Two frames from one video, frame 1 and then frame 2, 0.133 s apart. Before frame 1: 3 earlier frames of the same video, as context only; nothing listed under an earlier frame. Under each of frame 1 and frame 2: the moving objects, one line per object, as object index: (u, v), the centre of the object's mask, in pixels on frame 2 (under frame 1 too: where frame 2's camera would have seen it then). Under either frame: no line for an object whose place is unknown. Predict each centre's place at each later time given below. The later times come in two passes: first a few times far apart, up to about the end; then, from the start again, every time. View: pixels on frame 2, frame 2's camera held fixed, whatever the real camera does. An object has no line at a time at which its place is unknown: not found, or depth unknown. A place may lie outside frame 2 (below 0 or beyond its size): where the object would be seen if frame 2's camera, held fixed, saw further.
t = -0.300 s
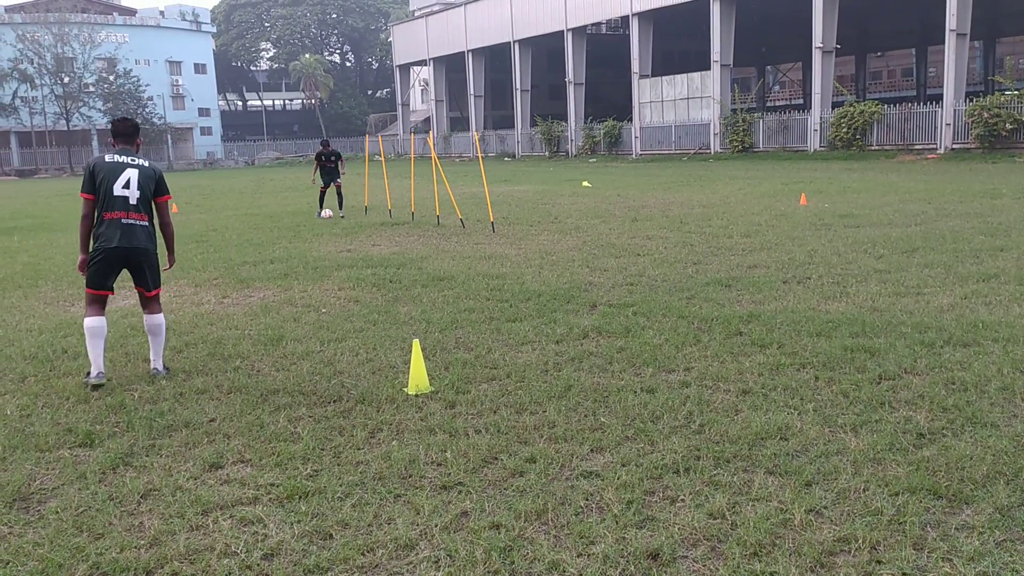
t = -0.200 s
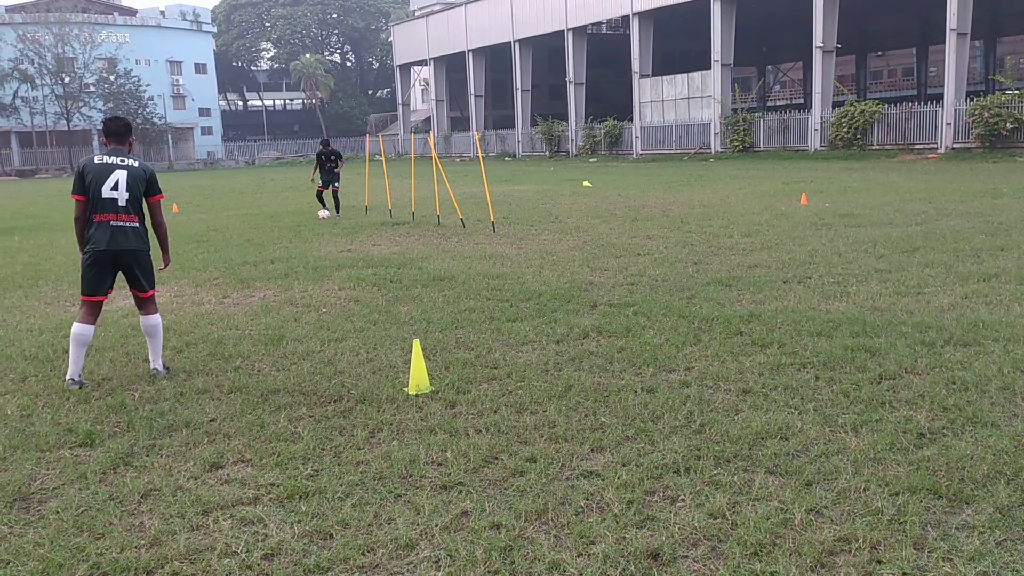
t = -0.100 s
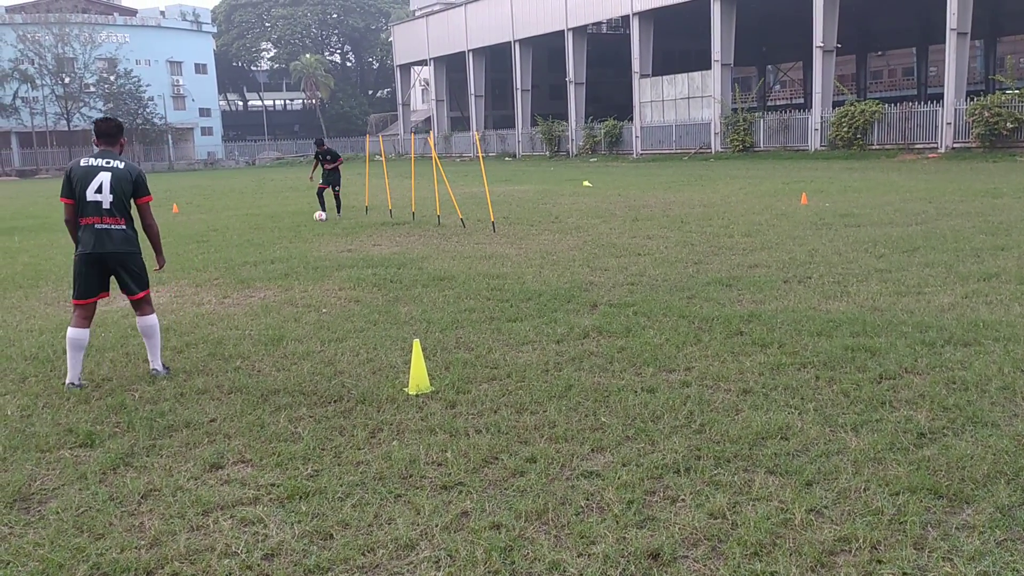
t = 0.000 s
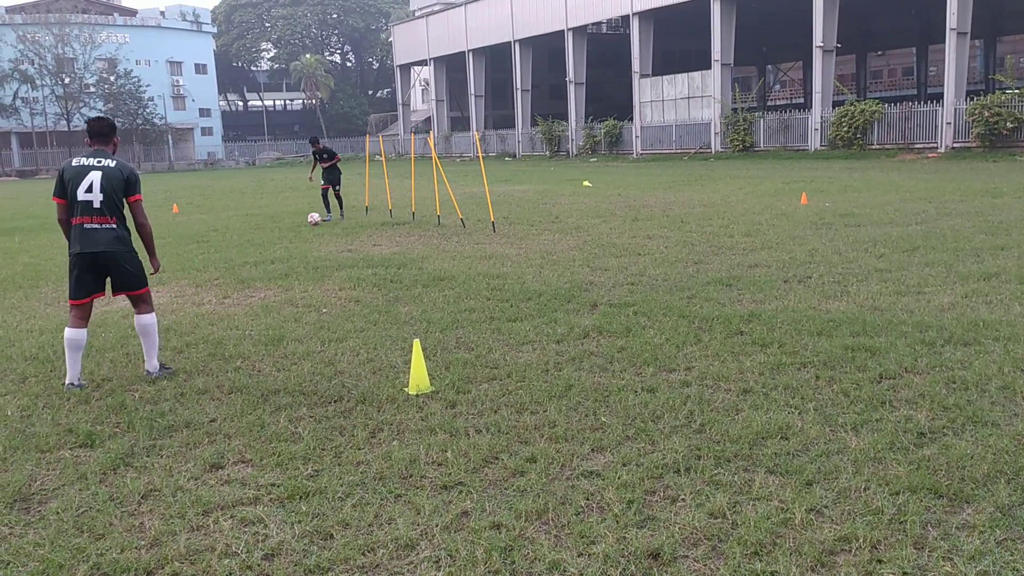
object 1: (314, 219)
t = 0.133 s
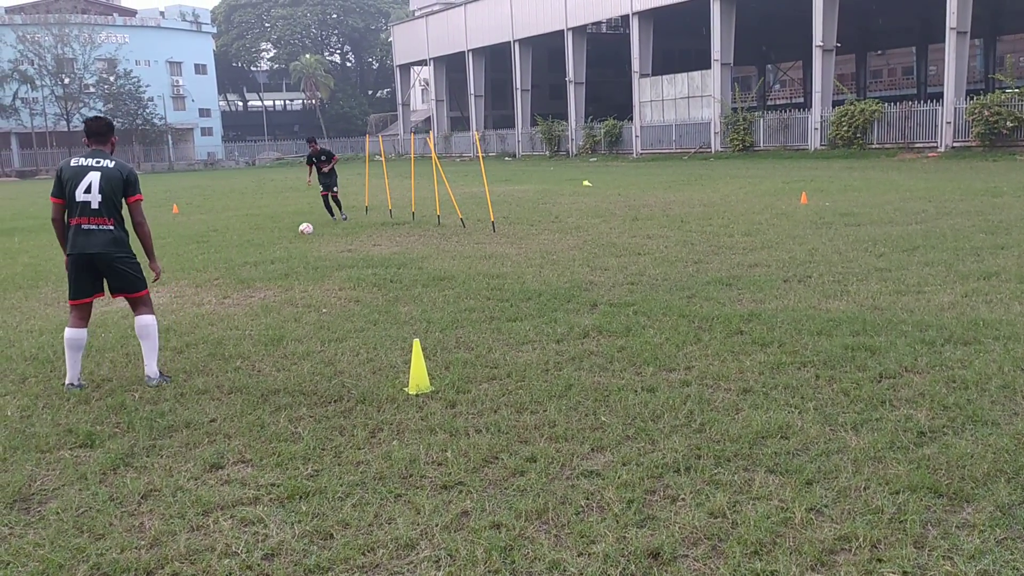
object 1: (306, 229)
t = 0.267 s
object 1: (297, 234)
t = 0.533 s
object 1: (278, 249)
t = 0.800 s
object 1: (256, 268)
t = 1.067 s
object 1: (229, 290)
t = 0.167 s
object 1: (303, 229)
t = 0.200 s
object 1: (301, 231)
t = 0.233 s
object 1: (299, 232)
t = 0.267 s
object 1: (297, 234)
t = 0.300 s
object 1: (295, 238)
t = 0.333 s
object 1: (292, 241)
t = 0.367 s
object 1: (290, 242)
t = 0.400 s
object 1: (288, 241)
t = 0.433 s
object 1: (285, 242)
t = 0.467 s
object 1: (283, 244)
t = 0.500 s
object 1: (281, 246)
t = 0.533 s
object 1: (278, 249)
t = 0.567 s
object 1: (276, 252)
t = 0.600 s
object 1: (273, 254)
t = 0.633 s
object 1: (270, 253)
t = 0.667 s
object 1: (268, 255)
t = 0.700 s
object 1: (265, 257)
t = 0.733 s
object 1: (262, 260)
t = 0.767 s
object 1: (259, 264)
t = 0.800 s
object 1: (256, 268)
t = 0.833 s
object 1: (253, 271)
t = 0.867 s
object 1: (250, 272)
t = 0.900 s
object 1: (247, 274)
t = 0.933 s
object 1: (244, 276)
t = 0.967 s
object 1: (240, 281)
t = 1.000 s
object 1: (237, 286)
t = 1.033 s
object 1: (234, 291)
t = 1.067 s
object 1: (229, 290)
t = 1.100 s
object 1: (225, 292)
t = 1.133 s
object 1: (221, 294)
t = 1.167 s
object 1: (216, 298)
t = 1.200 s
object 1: (212, 303)
